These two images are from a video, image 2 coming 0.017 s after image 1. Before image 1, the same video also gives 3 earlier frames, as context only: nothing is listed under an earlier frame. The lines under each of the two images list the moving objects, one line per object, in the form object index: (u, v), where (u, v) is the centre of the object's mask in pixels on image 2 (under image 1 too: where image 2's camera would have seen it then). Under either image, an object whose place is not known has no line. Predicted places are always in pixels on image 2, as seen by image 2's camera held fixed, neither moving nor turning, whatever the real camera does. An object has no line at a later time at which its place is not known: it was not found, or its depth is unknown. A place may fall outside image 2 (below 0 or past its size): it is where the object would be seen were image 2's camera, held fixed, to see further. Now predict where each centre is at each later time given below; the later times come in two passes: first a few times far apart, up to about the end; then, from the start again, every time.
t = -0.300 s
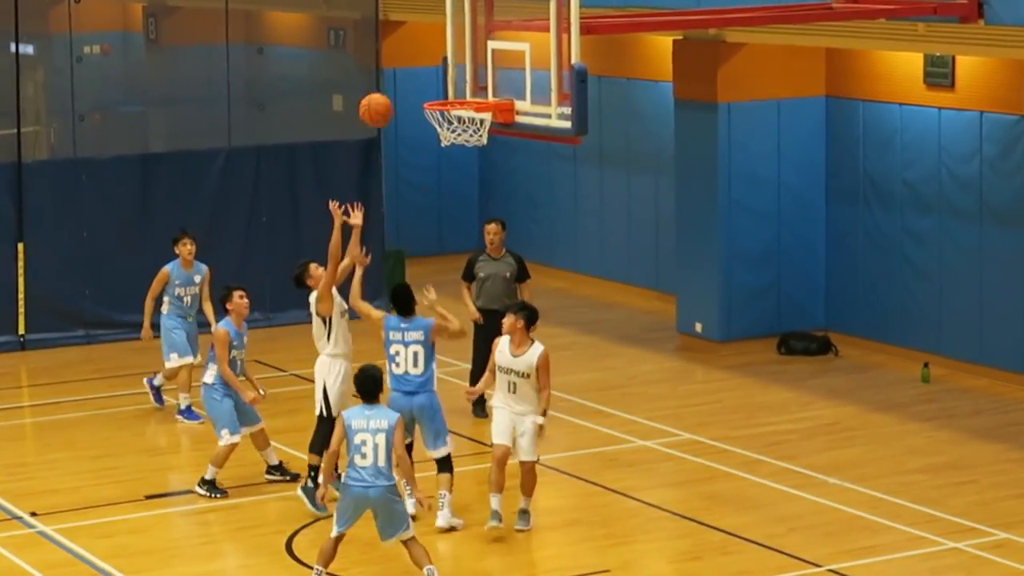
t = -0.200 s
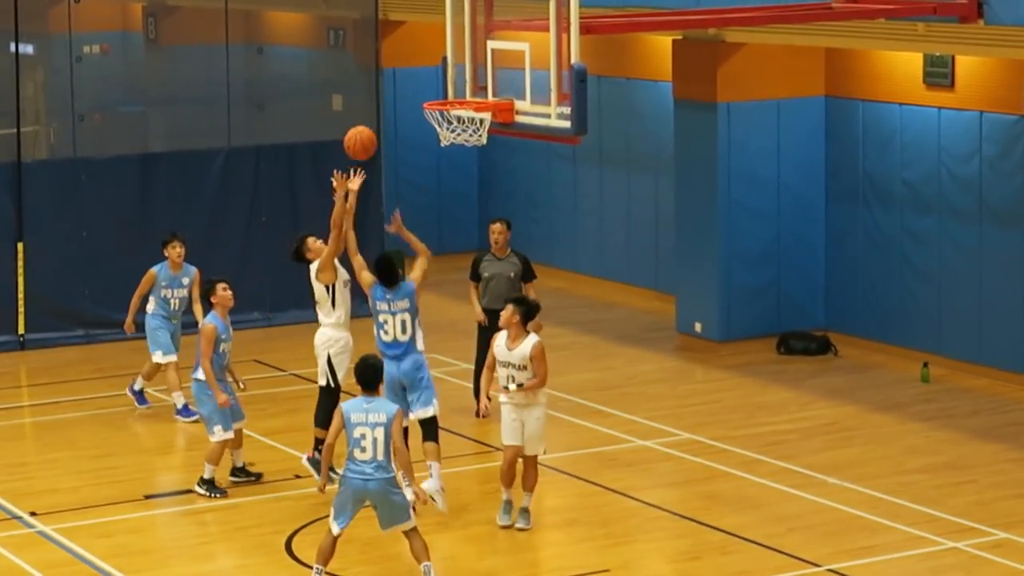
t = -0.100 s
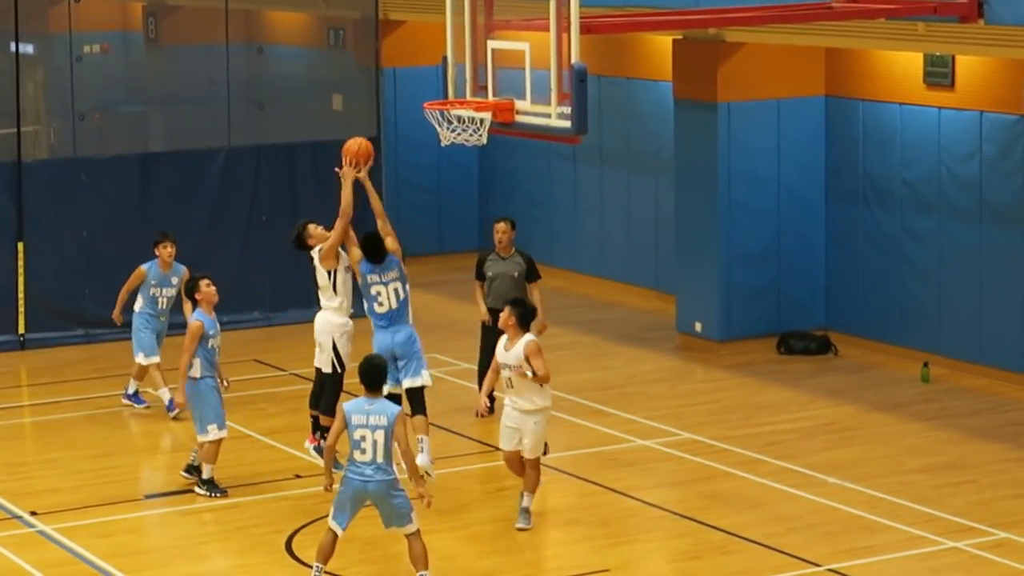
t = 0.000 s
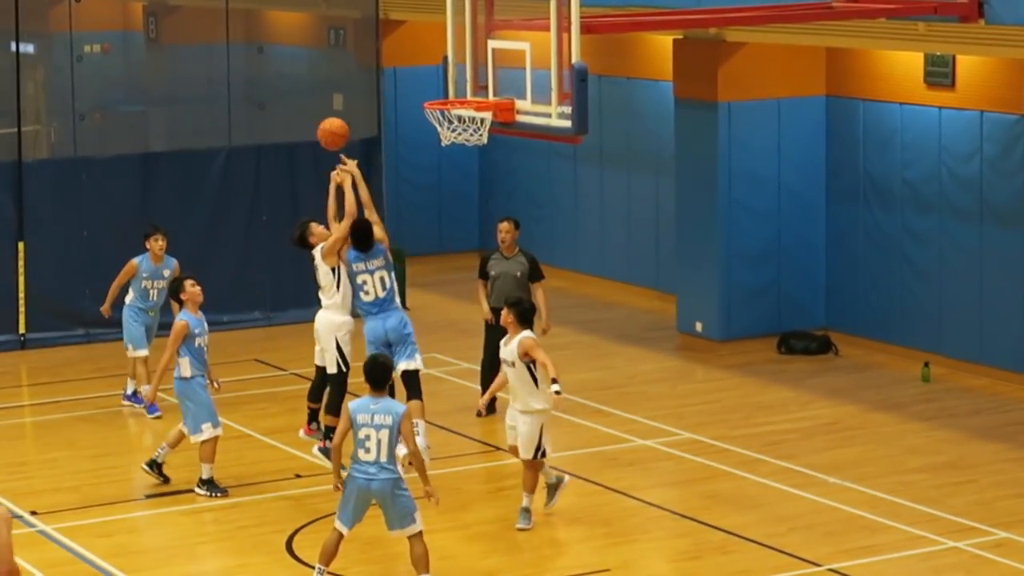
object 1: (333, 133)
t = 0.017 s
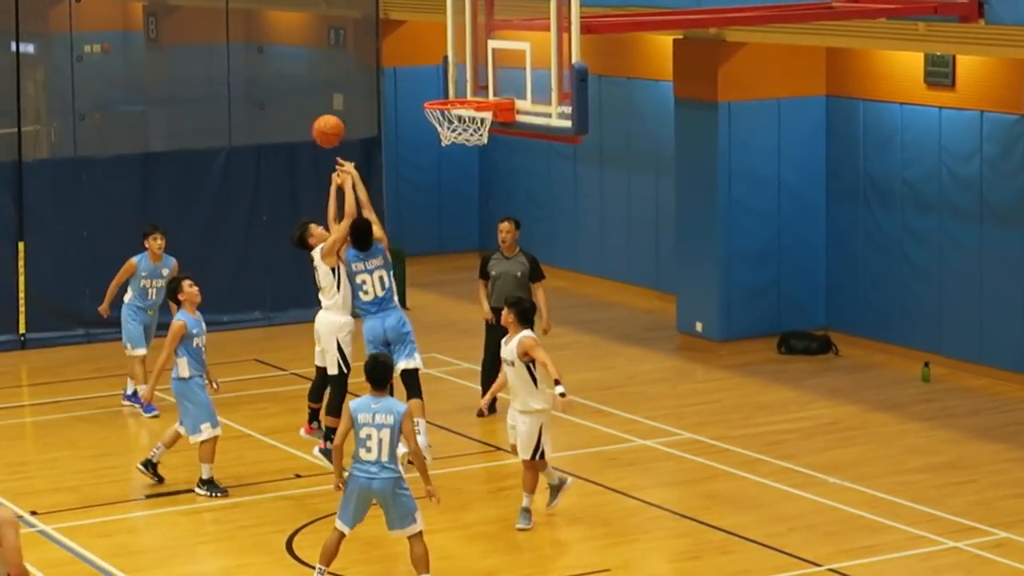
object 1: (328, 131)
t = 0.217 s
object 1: (272, 126)
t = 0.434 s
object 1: (219, 176)
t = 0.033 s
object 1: (323, 129)
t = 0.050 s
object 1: (318, 126)
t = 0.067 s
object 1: (313, 125)
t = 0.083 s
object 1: (308, 124)
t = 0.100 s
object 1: (303, 122)
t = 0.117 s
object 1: (299, 122)
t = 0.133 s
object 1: (295, 122)
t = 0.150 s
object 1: (290, 122)
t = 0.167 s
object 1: (285, 123)
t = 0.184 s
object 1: (280, 123)
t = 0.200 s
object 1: (276, 124)
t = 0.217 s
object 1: (272, 126)
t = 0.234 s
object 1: (268, 128)
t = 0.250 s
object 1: (263, 130)
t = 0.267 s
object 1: (259, 133)
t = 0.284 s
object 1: (254, 136)
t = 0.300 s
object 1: (250, 139)
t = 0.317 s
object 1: (246, 143)
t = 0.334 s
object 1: (242, 146)
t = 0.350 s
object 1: (238, 151)
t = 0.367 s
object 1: (234, 155)
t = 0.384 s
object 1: (230, 160)
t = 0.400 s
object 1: (227, 165)
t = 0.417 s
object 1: (223, 171)
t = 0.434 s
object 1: (219, 176)
